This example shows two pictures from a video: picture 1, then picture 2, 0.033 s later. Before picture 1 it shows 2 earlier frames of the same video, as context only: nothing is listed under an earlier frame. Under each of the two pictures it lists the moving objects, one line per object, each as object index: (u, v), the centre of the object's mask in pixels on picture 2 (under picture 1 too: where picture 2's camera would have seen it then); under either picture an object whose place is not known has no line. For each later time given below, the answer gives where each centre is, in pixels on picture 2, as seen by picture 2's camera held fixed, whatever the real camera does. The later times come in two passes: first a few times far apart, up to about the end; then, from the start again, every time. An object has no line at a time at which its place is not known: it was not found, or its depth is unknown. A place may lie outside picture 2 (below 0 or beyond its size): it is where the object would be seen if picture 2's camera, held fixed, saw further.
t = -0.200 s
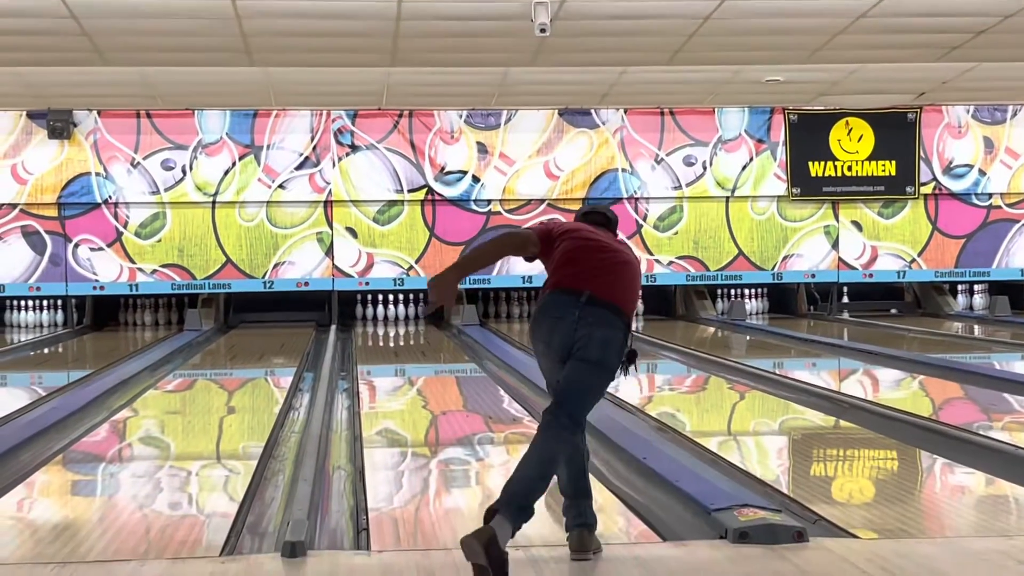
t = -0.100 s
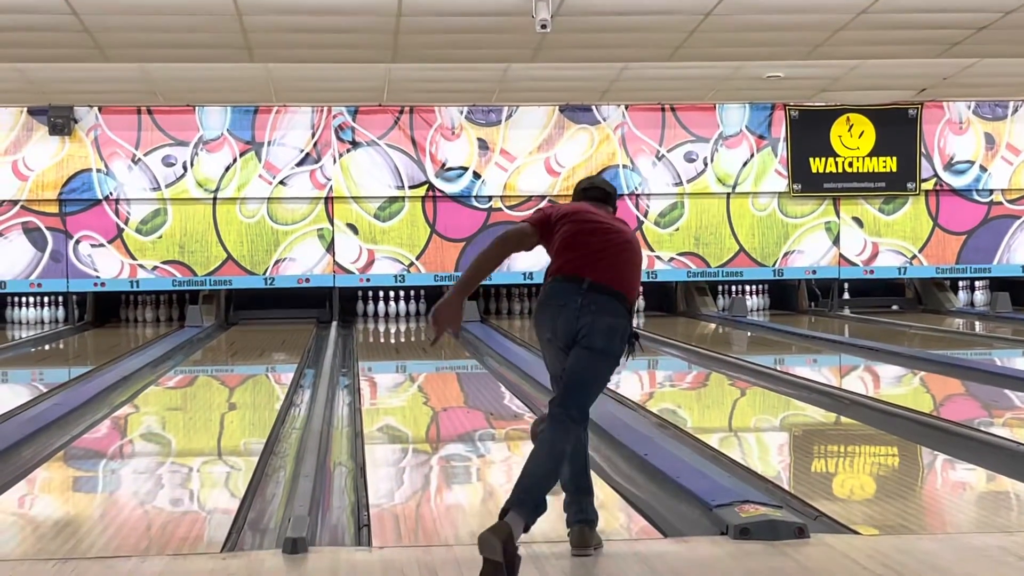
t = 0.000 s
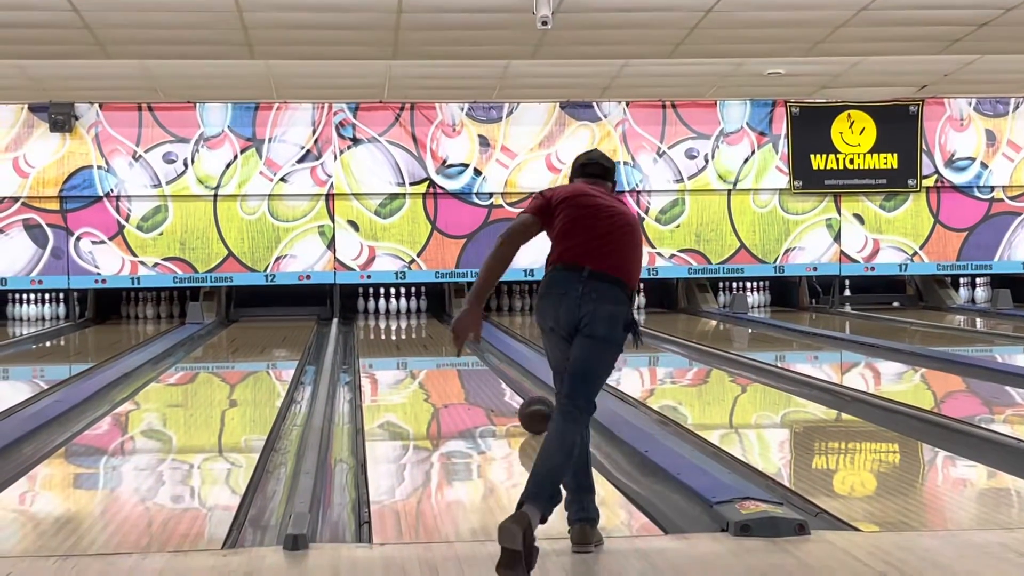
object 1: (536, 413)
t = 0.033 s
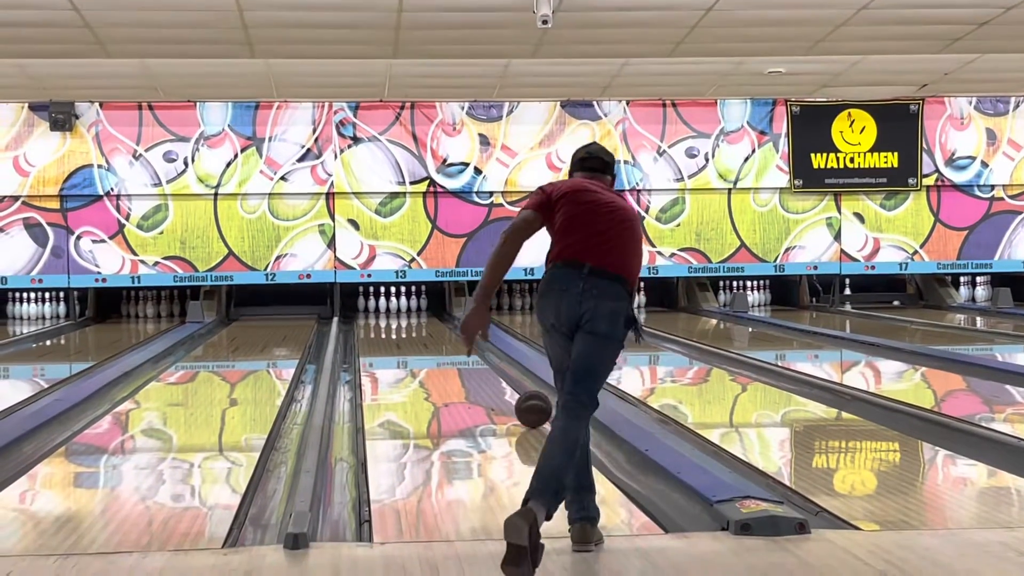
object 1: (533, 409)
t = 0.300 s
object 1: (505, 381)
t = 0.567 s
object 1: (483, 362)
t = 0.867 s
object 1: (464, 345)
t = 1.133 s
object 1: (450, 335)
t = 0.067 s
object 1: (529, 405)
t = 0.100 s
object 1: (525, 401)
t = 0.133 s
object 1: (521, 397)
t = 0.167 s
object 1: (518, 394)
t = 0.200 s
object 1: (514, 390)
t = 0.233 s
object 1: (511, 387)
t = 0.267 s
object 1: (508, 384)
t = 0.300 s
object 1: (505, 381)
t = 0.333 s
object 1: (501, 379)
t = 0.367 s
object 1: (499, 376)
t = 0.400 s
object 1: (496, 373)
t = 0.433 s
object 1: (493, 371)
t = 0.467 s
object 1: (490, 368)
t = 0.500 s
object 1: (488, 366)
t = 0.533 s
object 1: (485, 364)
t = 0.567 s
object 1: (483, 362)
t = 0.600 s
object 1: (481, 360)
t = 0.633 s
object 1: (478, 358)
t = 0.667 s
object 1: (476, 356)
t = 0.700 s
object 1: (474, 354)
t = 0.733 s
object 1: (471, 352)
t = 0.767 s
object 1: (470, 350)
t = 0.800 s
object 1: (468, 348)
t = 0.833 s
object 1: (466, 347)
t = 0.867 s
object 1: (464, 345)
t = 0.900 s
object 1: (462, 344)
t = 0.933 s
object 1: (460, 342)
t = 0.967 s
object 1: (459, 341)
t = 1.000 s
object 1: (457, 340)
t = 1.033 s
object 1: (455, 338)
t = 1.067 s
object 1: (454, 337)
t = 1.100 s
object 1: (452, 336)
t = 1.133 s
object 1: (450, 335)
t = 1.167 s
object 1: (448, 334)
